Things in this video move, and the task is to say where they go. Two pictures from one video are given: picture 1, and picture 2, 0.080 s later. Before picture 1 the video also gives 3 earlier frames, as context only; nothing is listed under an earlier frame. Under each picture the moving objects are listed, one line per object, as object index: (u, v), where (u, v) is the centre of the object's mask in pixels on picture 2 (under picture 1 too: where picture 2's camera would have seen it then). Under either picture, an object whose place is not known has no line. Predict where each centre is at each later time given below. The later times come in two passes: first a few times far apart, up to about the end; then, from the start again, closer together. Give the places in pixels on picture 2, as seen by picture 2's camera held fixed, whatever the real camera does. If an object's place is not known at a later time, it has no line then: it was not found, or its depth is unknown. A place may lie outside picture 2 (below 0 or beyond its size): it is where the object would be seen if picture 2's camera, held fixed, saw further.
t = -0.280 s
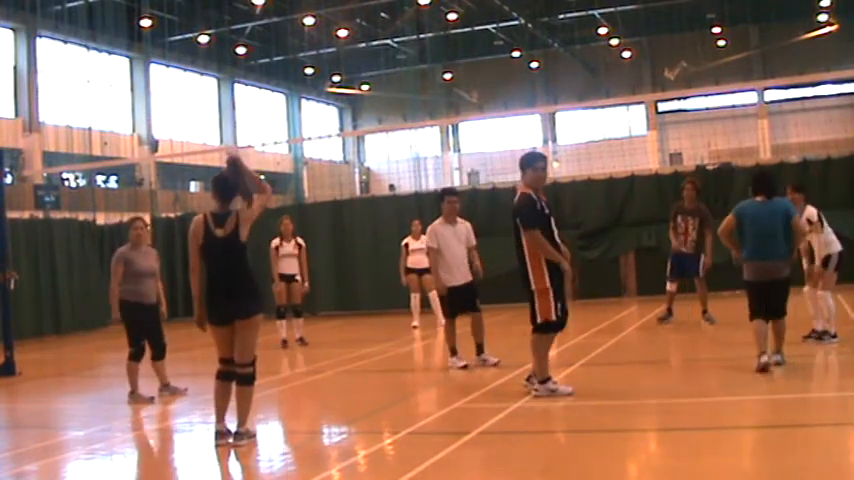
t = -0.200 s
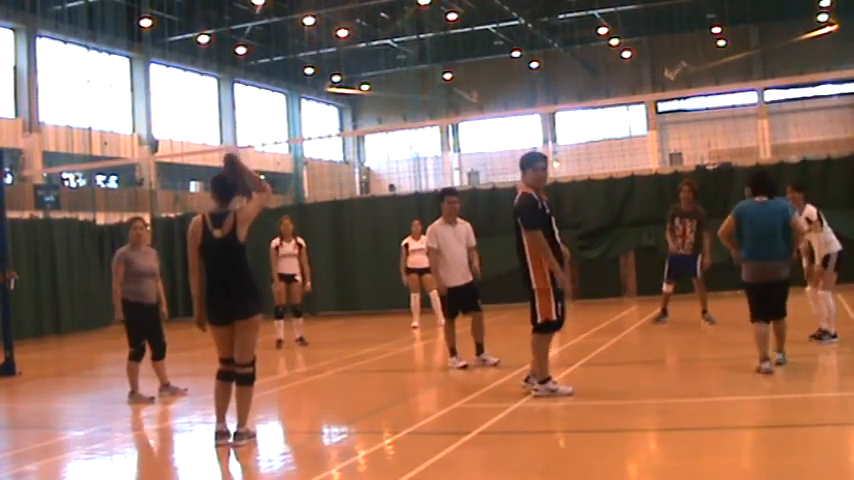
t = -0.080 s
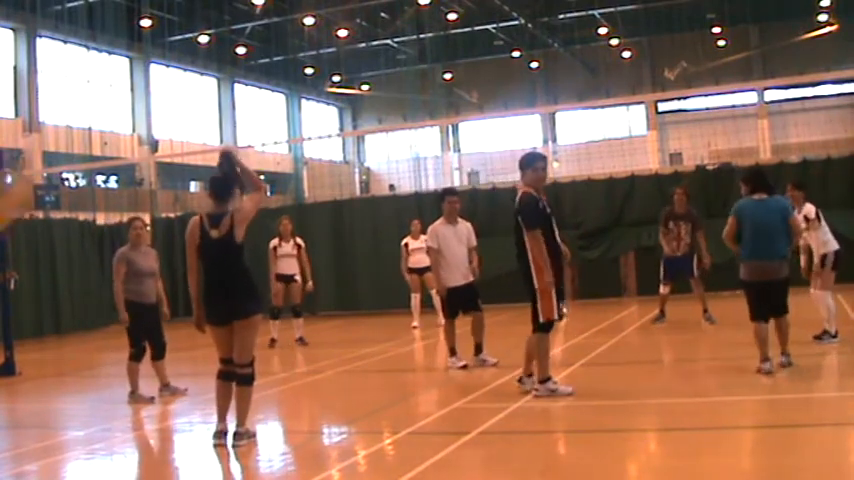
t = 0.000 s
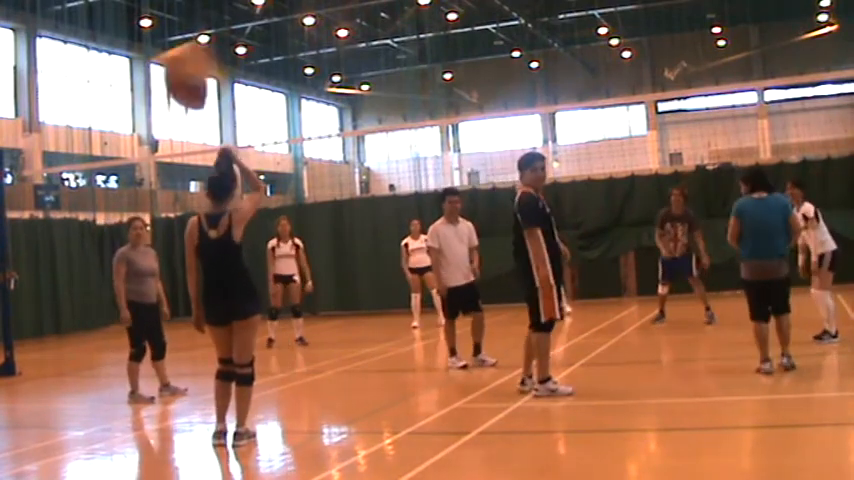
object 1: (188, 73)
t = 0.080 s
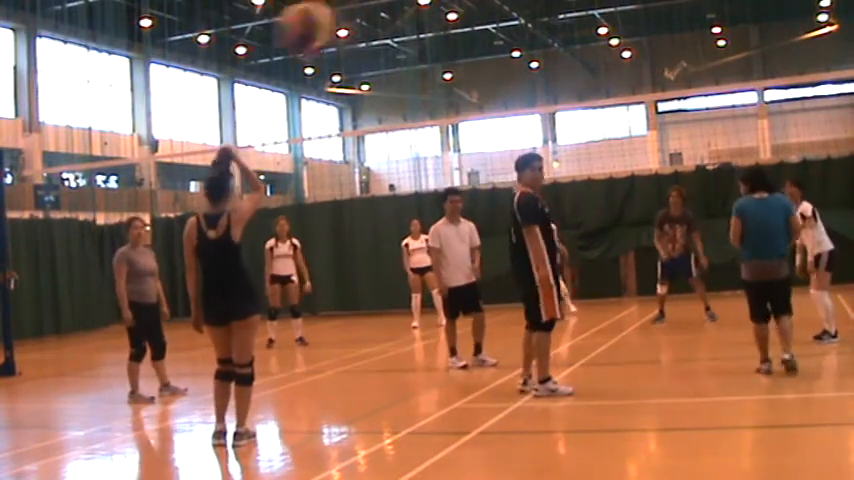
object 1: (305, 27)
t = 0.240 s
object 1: (444, 13)
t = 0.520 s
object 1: (563, 62)
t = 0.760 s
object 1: (607, 139)
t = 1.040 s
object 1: (604, 233)
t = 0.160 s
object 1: (387, 14)
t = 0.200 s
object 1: (416, 13)
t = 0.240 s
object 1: (444, 13)
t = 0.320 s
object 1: (487, 14)
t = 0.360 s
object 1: (504, 20)
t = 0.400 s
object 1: (521, 28)
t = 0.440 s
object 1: (536, 38)
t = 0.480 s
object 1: (548, 50)
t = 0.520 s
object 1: (563, 62)
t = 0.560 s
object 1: (574, 75)
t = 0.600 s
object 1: (584, 87)
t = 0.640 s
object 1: (592, 103)
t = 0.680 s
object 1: (600, 117)
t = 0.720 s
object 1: (604, 128)
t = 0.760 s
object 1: (607, 139)
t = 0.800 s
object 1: (610, 152)
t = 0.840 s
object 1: (609, 167)
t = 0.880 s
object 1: (611, 182)
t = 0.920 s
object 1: (610, 196)
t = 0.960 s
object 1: (609, 207)
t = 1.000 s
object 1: (606, 220)
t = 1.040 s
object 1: (604, 233)
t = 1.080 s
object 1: (605, 250)
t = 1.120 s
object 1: (603, 270)
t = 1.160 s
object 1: (604, 289)
